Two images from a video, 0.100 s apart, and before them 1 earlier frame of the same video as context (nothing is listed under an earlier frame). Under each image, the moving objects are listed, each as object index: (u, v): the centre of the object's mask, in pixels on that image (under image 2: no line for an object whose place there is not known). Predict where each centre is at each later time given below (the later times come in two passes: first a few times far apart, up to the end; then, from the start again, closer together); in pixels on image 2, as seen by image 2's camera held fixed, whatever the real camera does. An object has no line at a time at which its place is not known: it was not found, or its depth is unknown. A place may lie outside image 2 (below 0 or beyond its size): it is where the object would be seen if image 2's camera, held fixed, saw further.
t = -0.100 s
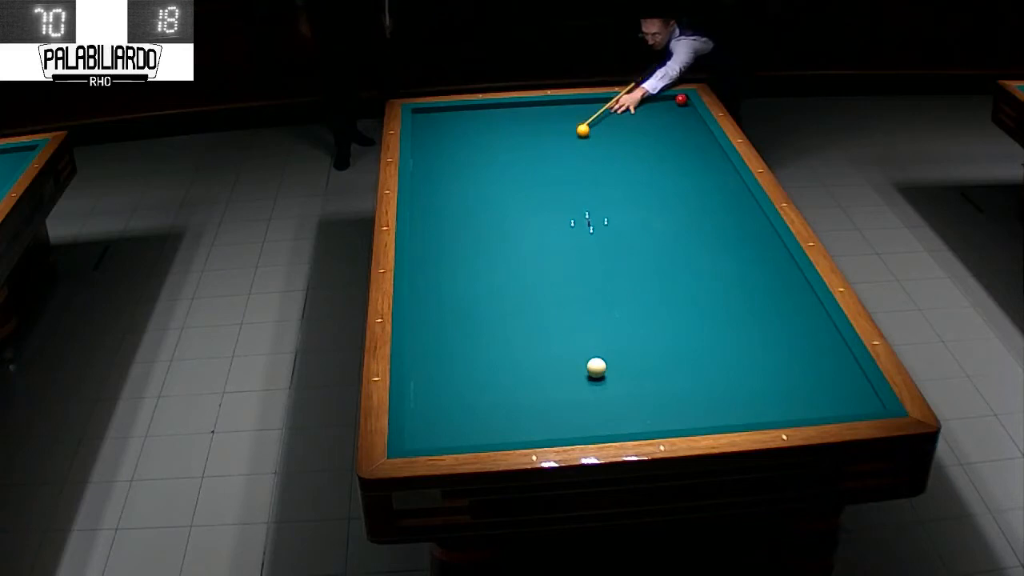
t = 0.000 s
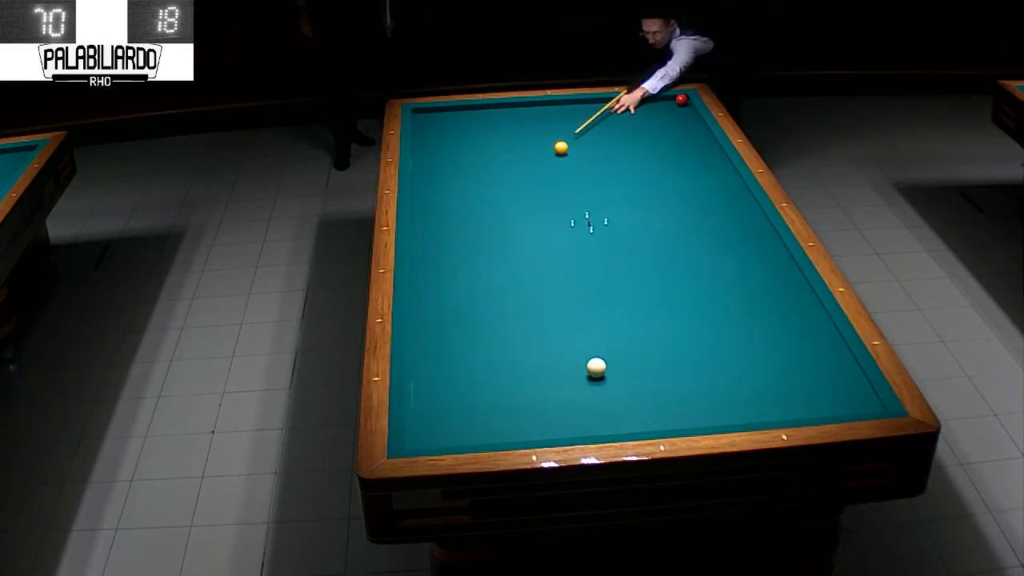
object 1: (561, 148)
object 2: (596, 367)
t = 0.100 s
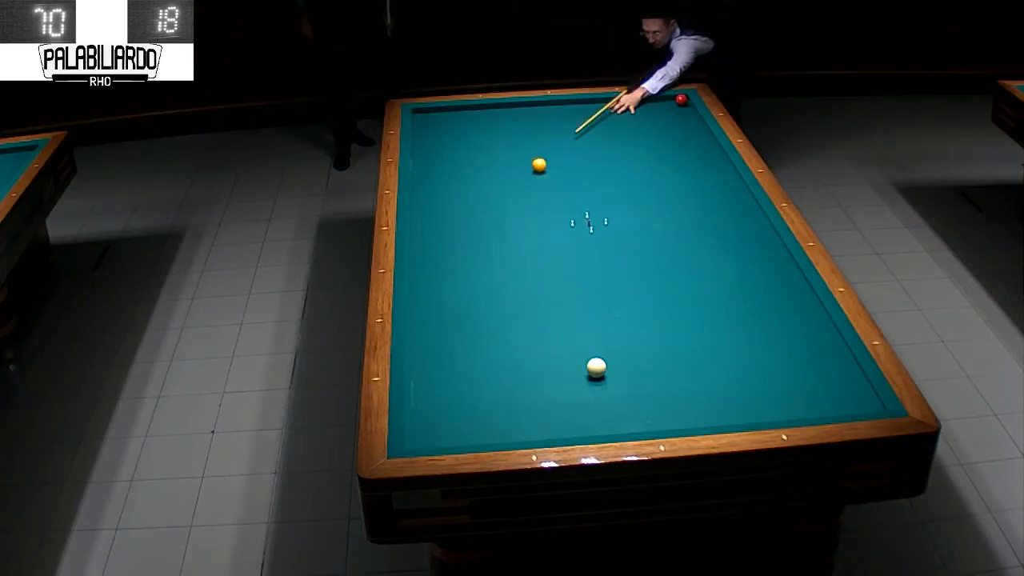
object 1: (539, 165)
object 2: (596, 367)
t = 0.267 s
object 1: (501, 194)
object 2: (596, 368)
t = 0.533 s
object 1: (434, 246)
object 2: (596, 367)
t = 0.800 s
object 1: (456, 288)
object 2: (596, 367)
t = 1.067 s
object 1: (501, 332)
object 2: (596, 367)
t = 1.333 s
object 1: (553, 383)
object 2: (596, 367)
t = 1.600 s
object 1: (602, 424)
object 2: (596, 368)
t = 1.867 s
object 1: (603, 389)
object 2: (596, 367)
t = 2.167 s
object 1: (616, 371)
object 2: (587, 353)
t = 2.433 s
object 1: (631, 362)
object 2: (578, 339)
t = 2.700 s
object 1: (644, 353)
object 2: (569, 326)
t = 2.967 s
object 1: (657, 345)
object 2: (561, 314)
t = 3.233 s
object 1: (668, 338)
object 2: (553, 303)
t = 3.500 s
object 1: (679, 330)
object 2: (546, 292)
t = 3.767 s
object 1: (689, 324)
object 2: (540, 282)
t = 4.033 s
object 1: (698, 318)
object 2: (533, 273)
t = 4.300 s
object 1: (706, 312)
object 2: (528, 265)
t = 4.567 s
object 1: (714, 307)
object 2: (523, 258)
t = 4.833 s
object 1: (721, 302)
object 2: (519, 250)
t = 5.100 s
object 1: (728, 298)
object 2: (514, 244)
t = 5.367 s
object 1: (733, 294)
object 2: (510, 238)
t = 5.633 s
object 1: (739, 291)
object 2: (506, 232)
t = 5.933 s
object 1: (744, 287)
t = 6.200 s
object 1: (748, 285)
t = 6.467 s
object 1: (751, 282)
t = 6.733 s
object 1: (754, 281)
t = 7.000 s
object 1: (757, 279)
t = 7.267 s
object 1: (760, 277)
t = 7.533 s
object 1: (761, 277)
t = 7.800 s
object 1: (762, 276)
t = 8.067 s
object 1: (763, 275)
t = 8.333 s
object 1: (763, 275)
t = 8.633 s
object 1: (762, 274)
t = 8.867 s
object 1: (763, 275)
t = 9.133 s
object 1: (763, 275)
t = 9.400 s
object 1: (763, 275)
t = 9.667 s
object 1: (763, 275)
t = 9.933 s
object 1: (763, 275)
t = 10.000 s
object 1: (763, 275)
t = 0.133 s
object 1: (532, 171)
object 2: (596, 368)
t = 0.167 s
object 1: (524, 176)
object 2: (596, 368)
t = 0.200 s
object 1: (517, 182)
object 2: (596, 367)
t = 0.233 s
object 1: (509, 188)
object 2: (596, 368)
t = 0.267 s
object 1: (501, 194)
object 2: (596, 368)
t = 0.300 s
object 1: (493, 200)
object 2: (596, 367)
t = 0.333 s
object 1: (486, 206)
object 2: (596, 367)
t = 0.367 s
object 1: (477, 212)
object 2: (596, 367)
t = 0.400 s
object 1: (469, 219)
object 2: (596, 367)
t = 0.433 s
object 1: (460, 225)
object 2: (596, 367)
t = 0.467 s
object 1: (452, 232)
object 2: (596, 367)
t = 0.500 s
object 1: (443, 239)
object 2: (596, 368)
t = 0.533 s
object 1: (434, 246)
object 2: (596, 367)
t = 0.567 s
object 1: (424, 253)
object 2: (596, 368)
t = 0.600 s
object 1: (415, 260)
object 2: (596, 368)
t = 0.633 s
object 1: (421, 265)
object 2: (596, 367)
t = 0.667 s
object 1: (429, 269)
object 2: (596, 367)
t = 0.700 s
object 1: (436, 274)
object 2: (596, 367)
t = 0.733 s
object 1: (444, 278)
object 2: (596, 367)
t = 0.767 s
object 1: (450, 283)
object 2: (596, 367)
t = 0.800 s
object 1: (456, 288)
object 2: (596, 367)
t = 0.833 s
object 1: (462, 293)
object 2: (596, 367)
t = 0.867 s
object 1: (467, 299)
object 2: (596, 367)
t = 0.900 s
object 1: (472, 304)
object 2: (596, 367)
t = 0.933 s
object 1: (478, 310)
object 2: (596, 367)
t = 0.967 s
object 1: (484, 315)
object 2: (596, 367)
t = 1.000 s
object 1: (489, 321)
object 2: (596, 367)
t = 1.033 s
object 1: (495, 327)
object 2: (596, 367)
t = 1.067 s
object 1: (501, 332)
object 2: (596, 367)
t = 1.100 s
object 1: (507, 338)
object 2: (596, 367)
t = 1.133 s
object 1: (513, 344)
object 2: (596, 367)
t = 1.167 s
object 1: (520, 350)
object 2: (596, 367)
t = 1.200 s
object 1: (526, 357)
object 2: (596, 367)
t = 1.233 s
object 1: (532, 363)
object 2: (596, 367)
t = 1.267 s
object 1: (539, 370)
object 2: (596, 367)
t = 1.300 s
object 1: (546, 376)
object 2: (596, 368)
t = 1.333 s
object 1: (553, 383)
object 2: (596, 367)
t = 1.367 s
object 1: (560, 390)
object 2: (596, 367)
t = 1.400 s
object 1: (566, 397)
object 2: (596, 367)
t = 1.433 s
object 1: (573, 404)
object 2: (596, 367)
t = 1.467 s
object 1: (581, 411)
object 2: (596, 368)
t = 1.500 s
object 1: (588, 418)
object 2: (596, 368)
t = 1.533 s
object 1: (596, 424)
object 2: (596, 367)
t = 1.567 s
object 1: (603, 428)
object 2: (596, 368)
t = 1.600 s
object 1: (602, 424)
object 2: (596, 368)
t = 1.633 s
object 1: (602, 419)
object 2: (596, 368)
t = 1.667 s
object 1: (602, 414)
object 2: (596, 368)
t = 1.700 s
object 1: (602, 409)
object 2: (596, 368)
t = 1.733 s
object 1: (602, 404)
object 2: (596, 367)
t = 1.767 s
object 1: (602, 400)
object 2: (596, 367)
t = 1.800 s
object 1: (602, 396)
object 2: (596, 367)
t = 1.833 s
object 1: (603, 392)
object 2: (596, 367)
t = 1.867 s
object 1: (603, 389)
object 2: (596, 367)
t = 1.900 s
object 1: (603, 384)
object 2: (596, 367)
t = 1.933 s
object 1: (604, 381)
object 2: (595, 366)
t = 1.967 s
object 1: (605, 378)
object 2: (594, 365)
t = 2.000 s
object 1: (607, 377)
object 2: (593, 363)
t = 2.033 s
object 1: (609, 376)
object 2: (592, 361)
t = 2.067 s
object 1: (611, 375)
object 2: (591, 359)
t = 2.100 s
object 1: (613, 374)
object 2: (589, 357)
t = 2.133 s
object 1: (615, 372)
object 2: (588, 355)
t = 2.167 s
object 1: (616, 371)
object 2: (587, 353)
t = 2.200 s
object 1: (618, 370)
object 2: (586, 352)
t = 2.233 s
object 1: (620, 369)
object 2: (585, 350)
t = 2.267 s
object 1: (622, 368)
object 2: (583, 348)
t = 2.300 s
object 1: (624, 366)
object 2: (582, 346)
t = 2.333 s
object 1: (626, 365)
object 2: (581, 345)
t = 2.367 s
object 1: (627, 364)
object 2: (580, 343)
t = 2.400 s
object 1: (629, 363)
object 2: (579, 341)
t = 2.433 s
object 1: (631, 362)
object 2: (578, 339)
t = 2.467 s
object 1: (633, 361)
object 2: (576, 338)
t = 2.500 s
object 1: (635, 360)
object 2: (575, 336)
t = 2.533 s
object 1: (636, 359)
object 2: (574, 334)
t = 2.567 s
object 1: (638, 358)
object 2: (573, 333)
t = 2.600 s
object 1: (639, 356)
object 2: (572, 331)
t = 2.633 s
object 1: (641, 355)
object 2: (571, 329)
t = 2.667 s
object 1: (643, 354)
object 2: (570, 328)
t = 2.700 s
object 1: (644, 353)
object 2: (569, 326)
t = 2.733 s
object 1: (646, 352)
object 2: (568, 324)
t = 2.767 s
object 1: (648, 351)
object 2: (567, 323)
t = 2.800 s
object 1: (649, 350)
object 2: (566, 321)
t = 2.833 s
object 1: (651, 349)
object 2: (565, 320)
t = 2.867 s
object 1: (652, 348)
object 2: (564, 318)
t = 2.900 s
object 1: (654, 347)
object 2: (563, 317)
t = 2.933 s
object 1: (655, 346)
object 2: (562, 315)
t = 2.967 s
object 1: (657, 345)
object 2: (561, 314)
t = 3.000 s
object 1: (658, 344)
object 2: (560, 312)
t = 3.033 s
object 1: (660, 343)
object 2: (559, 311)
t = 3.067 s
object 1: (661, 342)
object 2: (558, 309)
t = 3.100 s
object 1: (663, 341)
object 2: (557, 308)
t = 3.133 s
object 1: (664, 340)
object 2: (556, 307)
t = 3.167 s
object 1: (666, 339)
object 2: (555, 305)
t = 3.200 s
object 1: (667, 338)
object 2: (554, 304)
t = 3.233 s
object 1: (668, 338)
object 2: (553, 303)
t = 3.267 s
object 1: (670, 337)
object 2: (552, 301)
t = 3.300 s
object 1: (671, 336)
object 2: (552, 300)
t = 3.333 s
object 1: (672, 335)
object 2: (551, 298)
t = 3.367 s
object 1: (674, 334)
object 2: (550, 297)
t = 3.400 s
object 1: (675, 333)
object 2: (549, 296)
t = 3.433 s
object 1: (676, 332)
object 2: (548, 295)
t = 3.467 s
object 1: (678, 331)
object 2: (547, 293)
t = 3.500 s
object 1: (679, 330)
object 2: (546, 292)
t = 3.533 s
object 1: (680, 329)
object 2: (545, 291)
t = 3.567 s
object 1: (681, 329)
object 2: (545, 290)
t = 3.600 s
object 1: (683, 328)
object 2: (544, 288)
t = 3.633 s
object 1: (684, 327)
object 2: (543, 287)
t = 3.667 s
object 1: (685, 326)
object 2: (542, 286)
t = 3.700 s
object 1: (686, 325)
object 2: (541, 285)
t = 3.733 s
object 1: (688, 325)
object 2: (540, 284)
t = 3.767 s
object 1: (689, 324)
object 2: (540, 282)
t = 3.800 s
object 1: (690, 323)
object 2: (539, 281)
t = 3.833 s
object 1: (691, 322)
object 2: (538, 280)
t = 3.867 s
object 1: (692, 321)
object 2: (537, 279)
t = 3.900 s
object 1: (693, 321)
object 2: (536, 278)
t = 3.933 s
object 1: (694, 320)
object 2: (536, 277)
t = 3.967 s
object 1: (696, 319)
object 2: (535, 276)
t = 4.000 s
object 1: (697, 318)
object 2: (534, 275)
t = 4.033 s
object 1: (698, 318)
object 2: (533, 273)
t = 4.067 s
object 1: (699, 317)
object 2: (533, 272)
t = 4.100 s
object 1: (700, 316)
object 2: (532, 271)
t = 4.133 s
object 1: (701, 316)
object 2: (531, 270)
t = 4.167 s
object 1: (702, 315)
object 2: (531, 269)
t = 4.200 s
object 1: (703, 314)
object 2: (530, 268)
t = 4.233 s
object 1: (704, 313)
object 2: (529, 267)
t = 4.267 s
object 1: (705, 313)
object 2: (529, 266)
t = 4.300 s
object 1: (706, 312)
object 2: (528, 265)
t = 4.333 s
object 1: (707, 311)
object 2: (527, 264)
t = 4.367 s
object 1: (708, 311)
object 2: (527, 263)
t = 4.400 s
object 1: (709, 310)
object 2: (526, 262)
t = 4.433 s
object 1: (710, 310)
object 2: (526, 261)
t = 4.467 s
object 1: (711, 309)
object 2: (525, 260)
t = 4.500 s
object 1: (712, 308)
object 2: (524, 259)
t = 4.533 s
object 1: (713, 308)
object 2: (524, 258)
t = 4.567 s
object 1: (714, 307)
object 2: (523, 258)
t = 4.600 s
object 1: (715, 306)
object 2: (523, 256)
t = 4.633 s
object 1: (716, 306)
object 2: (522, 255)
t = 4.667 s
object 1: (717, 305)
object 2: (521, 255)
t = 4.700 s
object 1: (718, 305)
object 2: (521, 254)
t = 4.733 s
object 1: (719, 304)
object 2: (520, 253)
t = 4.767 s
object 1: (720, 304)
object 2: (520, 252)
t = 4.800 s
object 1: (720, 303)
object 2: (519, 251)
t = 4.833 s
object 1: (721, 302)
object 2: (519, 250)
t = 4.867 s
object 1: (722, 302)
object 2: (518, 249)
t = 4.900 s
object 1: (723, 301)
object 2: (518, 249)
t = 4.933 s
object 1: (723, 301)
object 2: (517, 248)
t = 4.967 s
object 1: (724, 300)
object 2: (516, 247)
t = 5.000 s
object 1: (725, 300)
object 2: (516, 246)
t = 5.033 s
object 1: (726, 299)
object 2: (515, 245)
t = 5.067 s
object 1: (727, 299)
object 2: (515, 245)
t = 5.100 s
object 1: (728, 298)
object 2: (514, 244)
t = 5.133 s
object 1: (728, 298)
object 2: (514, 243)
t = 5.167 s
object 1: (729, 297)
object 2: (513, 242)
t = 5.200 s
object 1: (730, 297)
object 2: (513, 241)
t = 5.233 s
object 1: (731, 296)
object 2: (512, 241)
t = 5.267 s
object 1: (731, 296)
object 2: (512, 240)
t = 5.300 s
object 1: (732, 295)
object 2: (511, 239)
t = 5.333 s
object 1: (733, 295)
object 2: (511, 238)
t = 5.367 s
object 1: (733, 294)
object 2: (510, 238)
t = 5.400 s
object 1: (734, 294)
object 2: (510, 237)
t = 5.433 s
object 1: (735, 293)
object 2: (509, 236)
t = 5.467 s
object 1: (735, 293)
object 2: (509, 236)
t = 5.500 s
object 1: (736, 293)
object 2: (508, 235)
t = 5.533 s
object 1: (737, 292)
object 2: (508, 234)
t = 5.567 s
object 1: (737, 292)
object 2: (507, 234)
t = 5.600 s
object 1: (738, 291)
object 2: (507, 233)
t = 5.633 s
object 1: (739, 291)
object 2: (506, 232)
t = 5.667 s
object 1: (739, 290)
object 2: (506, 232)
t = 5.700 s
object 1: (740, 290)
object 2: (506, 231)
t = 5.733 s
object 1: (740, 290)
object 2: (505, 230)
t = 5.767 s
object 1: (741, 289)
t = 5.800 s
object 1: (741, 289)
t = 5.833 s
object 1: (742, 288)
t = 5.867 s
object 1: (743, 288)
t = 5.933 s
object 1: (744, 287)
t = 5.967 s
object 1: (744, 287)
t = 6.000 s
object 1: (745, 287)
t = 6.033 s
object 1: (745, 286)
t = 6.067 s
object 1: (745, 286)
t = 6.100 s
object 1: (746, 286)
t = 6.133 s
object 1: (747, 285)
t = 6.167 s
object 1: (747, 285)
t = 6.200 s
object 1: (748, 285)
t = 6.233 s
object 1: (748, 284)
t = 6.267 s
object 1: (749, 284)
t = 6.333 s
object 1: (749, 283)
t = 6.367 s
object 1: (750, 283)
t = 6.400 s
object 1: (750, 283)
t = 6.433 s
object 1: (751, 283)
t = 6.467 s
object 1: (751, 282)
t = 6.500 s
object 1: (752, 282)
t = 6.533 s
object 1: (752, 282)
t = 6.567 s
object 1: (752, 282)
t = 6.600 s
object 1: (753, 281)
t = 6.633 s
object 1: (753, 281)
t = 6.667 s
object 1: (754, 281)
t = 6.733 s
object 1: (754, 281)
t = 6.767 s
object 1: (755, 280)
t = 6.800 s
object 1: (755, 280)
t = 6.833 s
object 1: (756, 280)
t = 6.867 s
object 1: (756, 280)
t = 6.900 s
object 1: (756, 280)
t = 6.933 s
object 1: (757, 279)
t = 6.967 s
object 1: (757, 279)
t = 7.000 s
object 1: (757, 279)
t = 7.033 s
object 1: (758, 278)
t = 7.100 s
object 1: (758, 278)
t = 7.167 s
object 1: (759, 278)
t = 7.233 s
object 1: (759, 278)
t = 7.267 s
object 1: (760, 277)
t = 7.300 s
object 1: (760, 277)
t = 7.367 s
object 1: (760, 277)
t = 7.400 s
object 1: (760, 277)
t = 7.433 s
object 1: (761, 277)
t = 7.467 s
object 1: (761, 277)
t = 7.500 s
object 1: (761, 277)
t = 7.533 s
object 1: (761, 277)
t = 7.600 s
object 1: (761, 276)
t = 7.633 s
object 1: (762, 276)
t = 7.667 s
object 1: (762, 276)
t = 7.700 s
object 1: (762, 276)
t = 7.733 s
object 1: (762, 276)
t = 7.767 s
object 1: (762, 276)
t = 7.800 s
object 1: (762, 276)
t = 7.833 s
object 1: (763, 276)
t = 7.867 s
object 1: (763, 276)
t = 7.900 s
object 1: (763, 276)
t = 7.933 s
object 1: (763, 276)
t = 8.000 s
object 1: (763, 275)
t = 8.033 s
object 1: (763, 275)
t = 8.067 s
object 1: (763, 275)
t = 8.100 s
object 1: (763, 275)
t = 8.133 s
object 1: (763, 275)
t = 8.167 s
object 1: (763, 275)
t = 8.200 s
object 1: (763, 275)
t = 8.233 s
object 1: (763, 275)
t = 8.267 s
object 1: (763, 275)
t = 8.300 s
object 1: (763, 275)
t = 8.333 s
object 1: (763, 275)
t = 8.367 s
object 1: (763, 275)
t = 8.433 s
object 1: (763, 275)
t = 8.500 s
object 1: (762, 274)
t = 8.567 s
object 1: (762, 274)
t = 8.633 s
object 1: (762, 274)
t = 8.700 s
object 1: (762, 275)
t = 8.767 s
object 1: (763, 275)
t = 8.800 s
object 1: (763, 275)
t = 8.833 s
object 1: (763, 275)
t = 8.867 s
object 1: (763, 275)
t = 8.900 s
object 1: (763, 275)
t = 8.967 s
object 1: (763, 275)
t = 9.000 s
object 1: (763, 275)
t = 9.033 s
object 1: (763, 275)
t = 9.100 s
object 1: (763, 275)
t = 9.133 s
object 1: (763, 275)
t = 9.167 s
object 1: (763, 275)
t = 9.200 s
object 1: (763, 275)
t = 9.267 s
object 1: (763, 275)
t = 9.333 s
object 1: (763, 275)
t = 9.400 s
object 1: (763, 275)
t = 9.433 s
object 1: (763, 275)
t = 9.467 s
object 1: (763, 275)
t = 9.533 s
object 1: (763, 275)
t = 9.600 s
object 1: (763, 275)
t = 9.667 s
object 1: (763, 275)
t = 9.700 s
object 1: (763, 275)
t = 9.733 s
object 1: (763, 275)
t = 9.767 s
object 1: (763, 275)
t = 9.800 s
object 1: (763, 275)
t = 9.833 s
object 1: (763, 275)
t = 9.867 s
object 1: (763, 275)
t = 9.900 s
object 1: (763, 275)
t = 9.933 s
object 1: (763, 275)
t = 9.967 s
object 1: (763, 275)
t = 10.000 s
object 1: (763, 275)
